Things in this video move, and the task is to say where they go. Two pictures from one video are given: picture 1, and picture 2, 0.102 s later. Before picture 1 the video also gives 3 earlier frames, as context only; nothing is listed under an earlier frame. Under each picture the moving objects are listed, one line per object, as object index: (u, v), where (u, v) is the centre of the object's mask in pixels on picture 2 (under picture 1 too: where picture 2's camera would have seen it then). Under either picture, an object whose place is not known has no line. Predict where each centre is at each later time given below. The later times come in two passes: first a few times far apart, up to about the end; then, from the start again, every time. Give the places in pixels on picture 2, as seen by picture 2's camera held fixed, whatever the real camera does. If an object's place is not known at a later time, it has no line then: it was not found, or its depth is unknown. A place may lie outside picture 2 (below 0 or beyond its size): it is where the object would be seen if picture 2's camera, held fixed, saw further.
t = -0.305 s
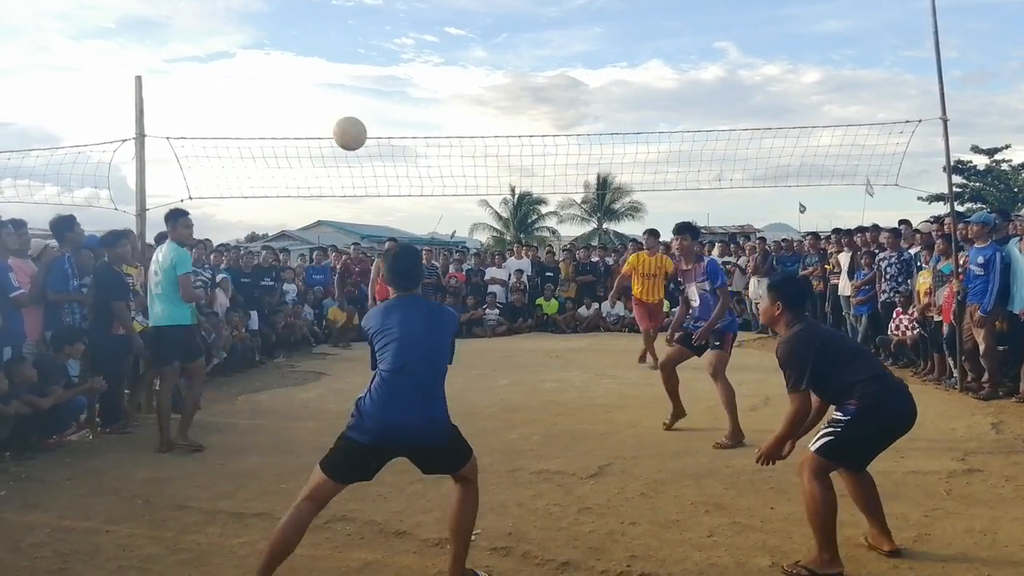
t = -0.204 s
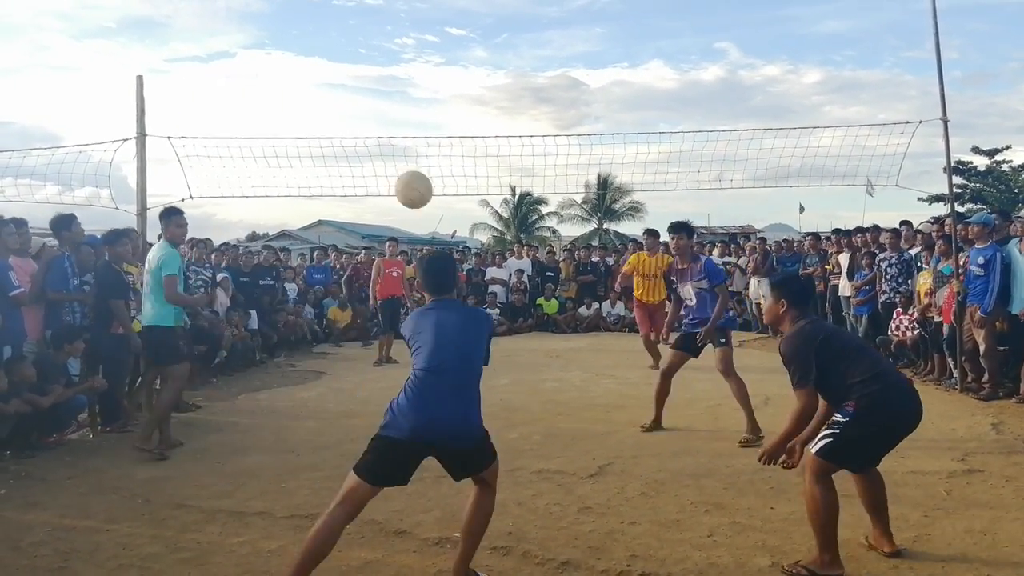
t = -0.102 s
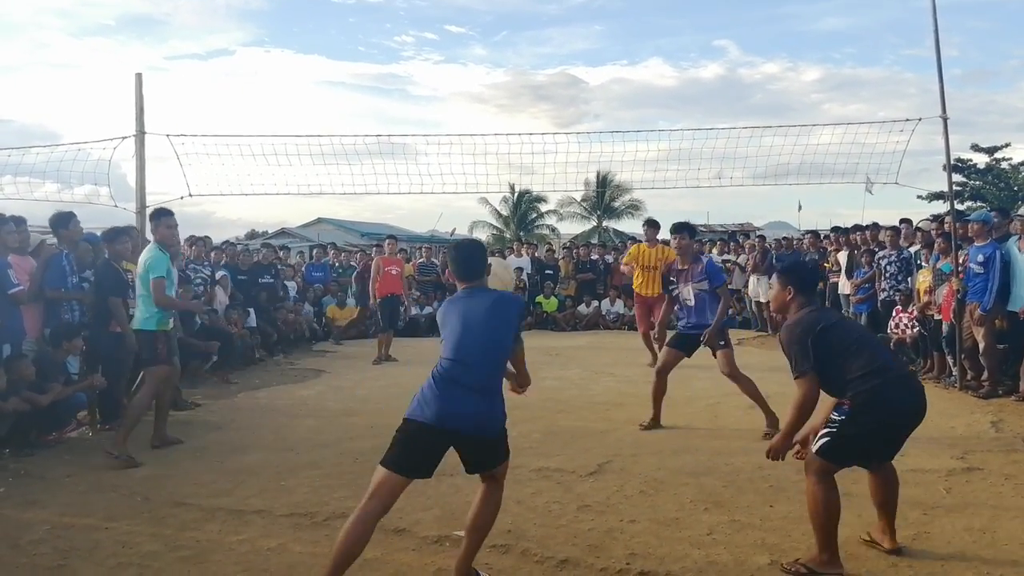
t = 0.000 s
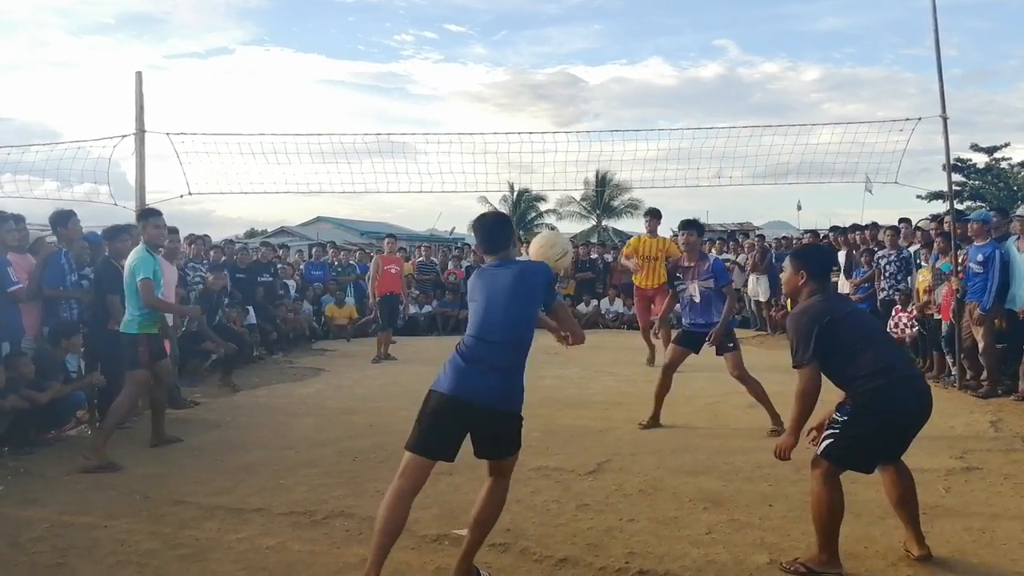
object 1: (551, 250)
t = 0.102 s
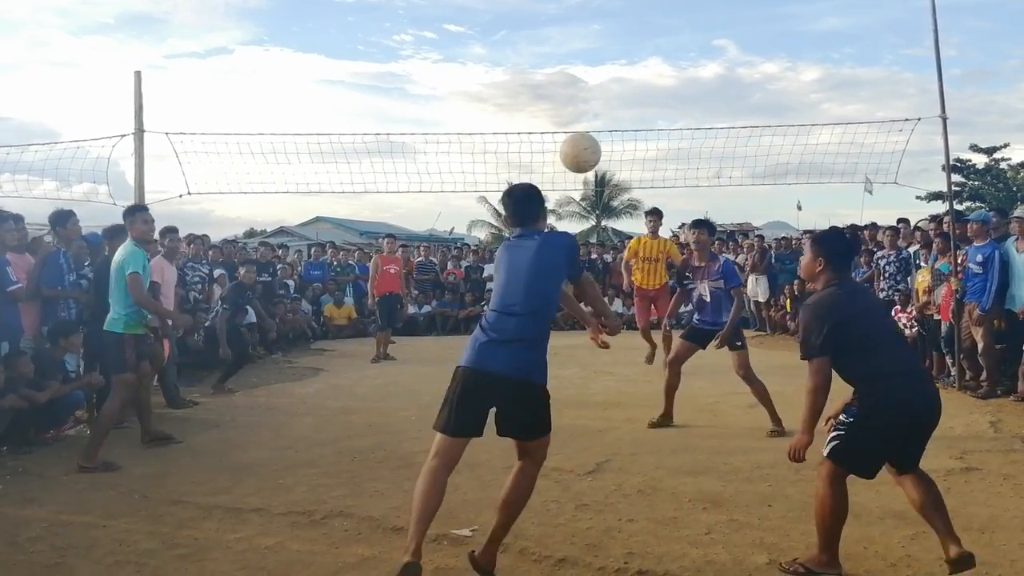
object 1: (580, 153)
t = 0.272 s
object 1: (627, 46)
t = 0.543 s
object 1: (691, 7)
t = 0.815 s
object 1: (748, 80)
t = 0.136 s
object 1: (590, 126)
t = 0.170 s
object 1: (600, 102)
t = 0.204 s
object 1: (609, 80)
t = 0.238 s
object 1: (618, 62)
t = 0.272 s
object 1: (627, 46)
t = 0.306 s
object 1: (635, 32)
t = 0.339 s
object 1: (644, 21)
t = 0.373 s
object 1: (652, 15)
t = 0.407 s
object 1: (660, 11)
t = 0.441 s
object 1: (668, 8)
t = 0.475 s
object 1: (675, 7)
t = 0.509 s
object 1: (683, 7)
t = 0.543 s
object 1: (691, 7)
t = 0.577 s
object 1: (699, 9)
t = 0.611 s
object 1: (707, 12)
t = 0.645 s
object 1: (714, 19)
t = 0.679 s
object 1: (721, 28)
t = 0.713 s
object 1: (728, 38)
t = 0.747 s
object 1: (735, 50)
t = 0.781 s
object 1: (741, 64)
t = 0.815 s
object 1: (748, 80)
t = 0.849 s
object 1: (754, 96)
